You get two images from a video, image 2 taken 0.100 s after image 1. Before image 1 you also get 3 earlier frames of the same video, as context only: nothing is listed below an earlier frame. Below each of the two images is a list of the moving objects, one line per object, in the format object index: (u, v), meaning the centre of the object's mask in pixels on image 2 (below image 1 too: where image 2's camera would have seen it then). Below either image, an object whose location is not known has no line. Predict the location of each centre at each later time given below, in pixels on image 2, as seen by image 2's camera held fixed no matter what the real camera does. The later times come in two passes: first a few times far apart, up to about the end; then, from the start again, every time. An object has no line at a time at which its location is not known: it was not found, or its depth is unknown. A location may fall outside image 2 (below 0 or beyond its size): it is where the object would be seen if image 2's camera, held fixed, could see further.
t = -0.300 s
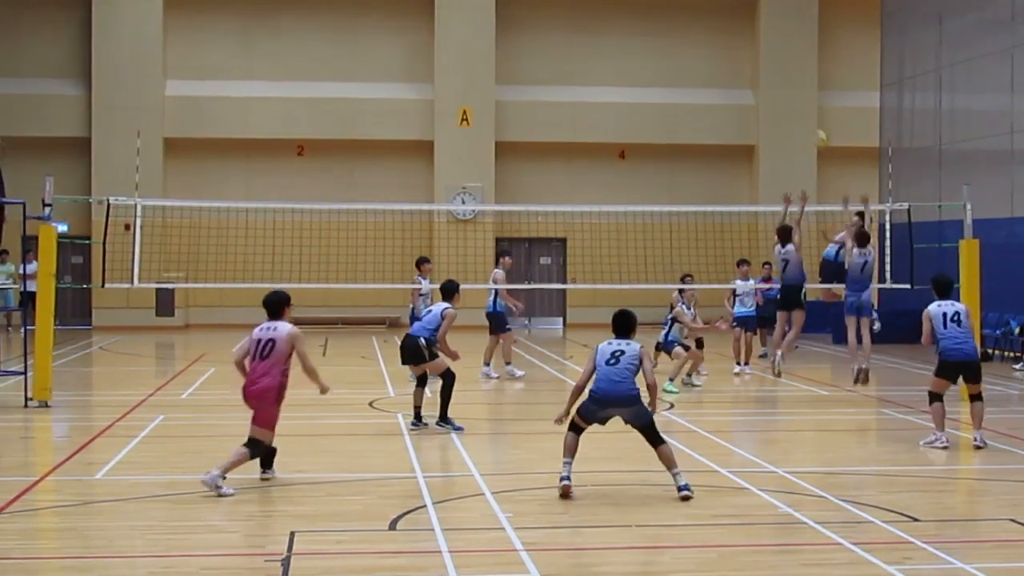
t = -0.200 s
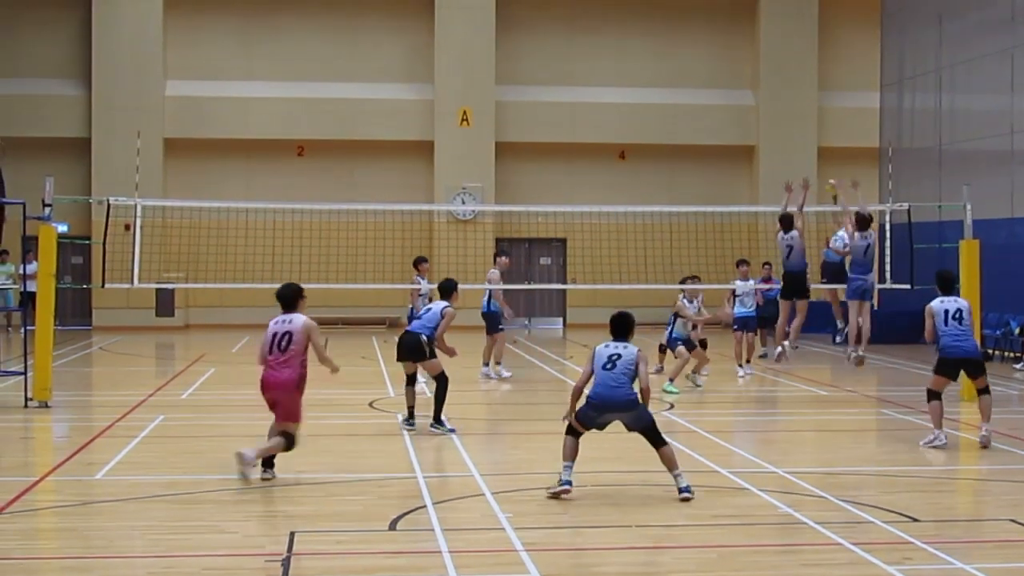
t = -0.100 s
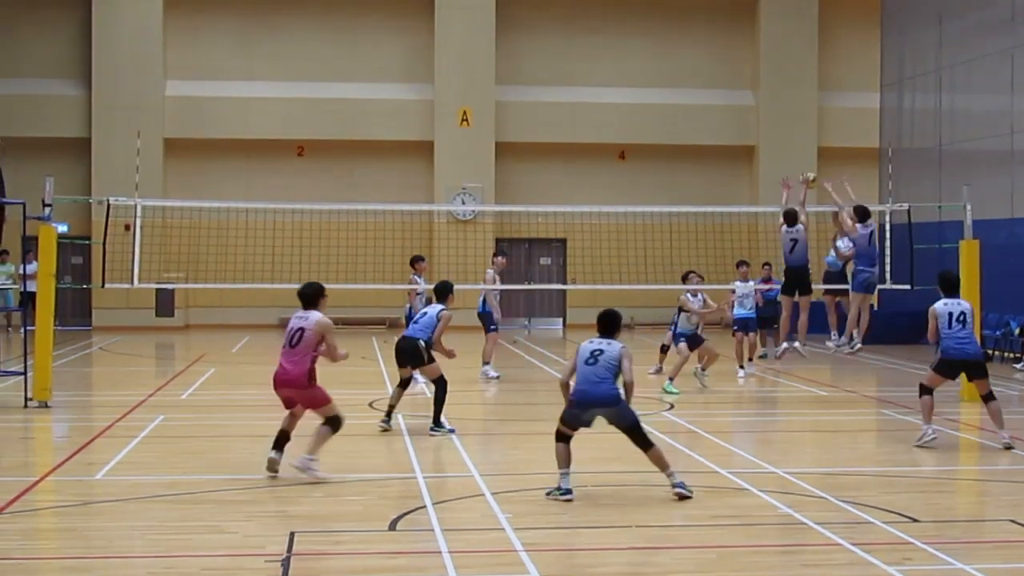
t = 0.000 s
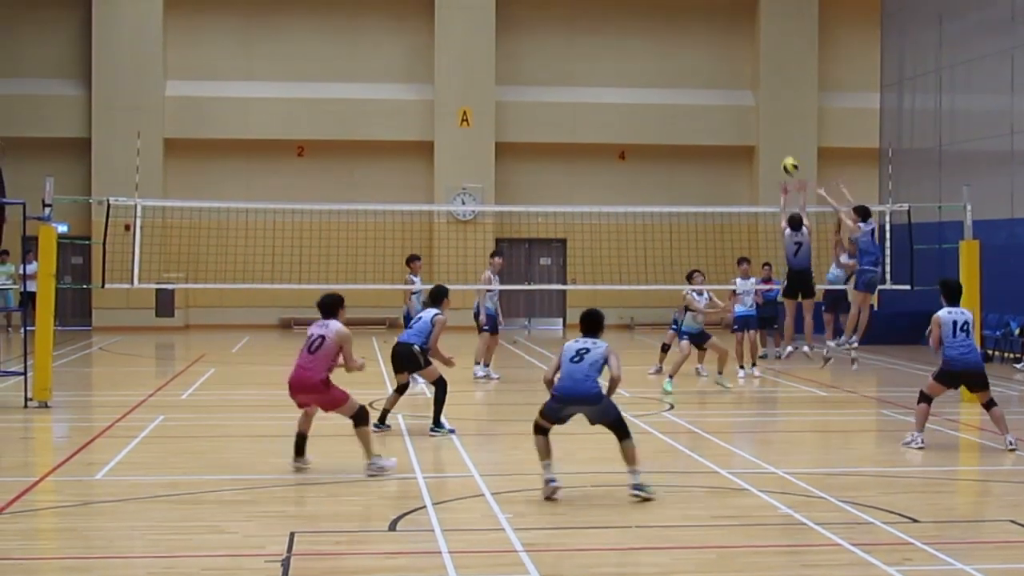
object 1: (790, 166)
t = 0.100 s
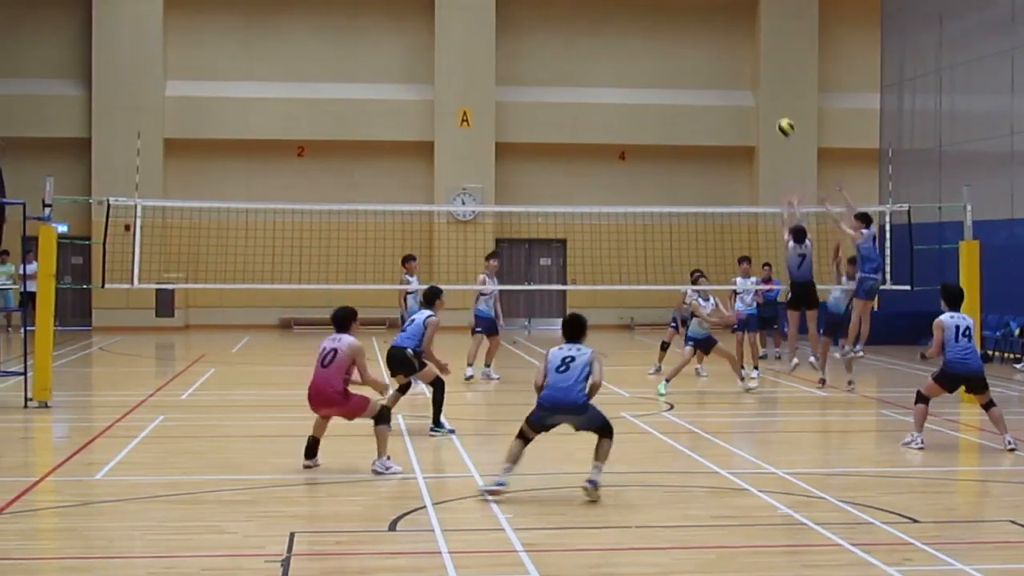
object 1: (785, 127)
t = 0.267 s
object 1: (776, 80)
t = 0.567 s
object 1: (757, 56)
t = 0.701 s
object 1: (746, 77)
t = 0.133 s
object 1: (783, 116)
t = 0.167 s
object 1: (782, 105)
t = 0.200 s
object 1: (780, 96)
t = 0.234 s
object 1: (778, 87)
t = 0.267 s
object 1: (776, 80)
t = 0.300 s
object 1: (774, 73)
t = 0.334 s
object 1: (772, 67)
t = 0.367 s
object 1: (770, 63)
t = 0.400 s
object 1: (768, 59)
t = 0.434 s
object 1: (766, 56)
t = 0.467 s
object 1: (763, 54)
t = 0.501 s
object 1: (761, 54)
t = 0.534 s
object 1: (759, 54)
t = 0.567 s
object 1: (757, 56)
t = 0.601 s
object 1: (753, 60)
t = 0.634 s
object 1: (752, 64)
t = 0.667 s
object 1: (749, 69)
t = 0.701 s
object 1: (746, 77)
